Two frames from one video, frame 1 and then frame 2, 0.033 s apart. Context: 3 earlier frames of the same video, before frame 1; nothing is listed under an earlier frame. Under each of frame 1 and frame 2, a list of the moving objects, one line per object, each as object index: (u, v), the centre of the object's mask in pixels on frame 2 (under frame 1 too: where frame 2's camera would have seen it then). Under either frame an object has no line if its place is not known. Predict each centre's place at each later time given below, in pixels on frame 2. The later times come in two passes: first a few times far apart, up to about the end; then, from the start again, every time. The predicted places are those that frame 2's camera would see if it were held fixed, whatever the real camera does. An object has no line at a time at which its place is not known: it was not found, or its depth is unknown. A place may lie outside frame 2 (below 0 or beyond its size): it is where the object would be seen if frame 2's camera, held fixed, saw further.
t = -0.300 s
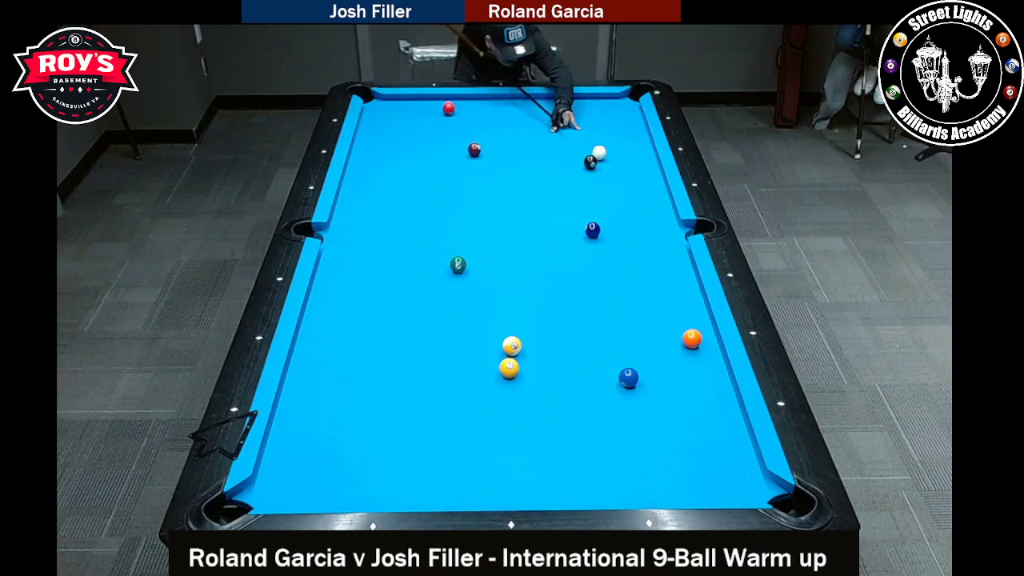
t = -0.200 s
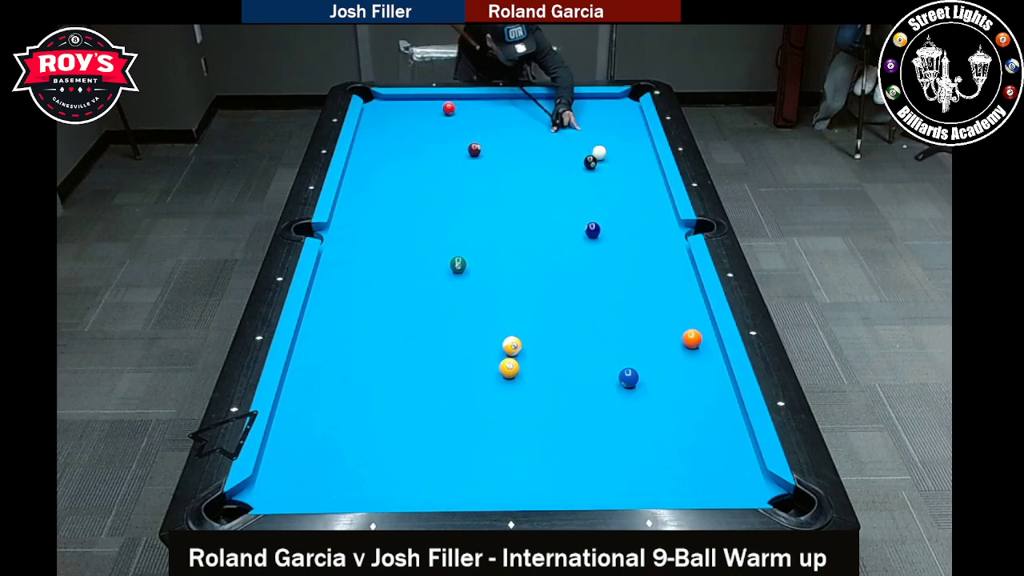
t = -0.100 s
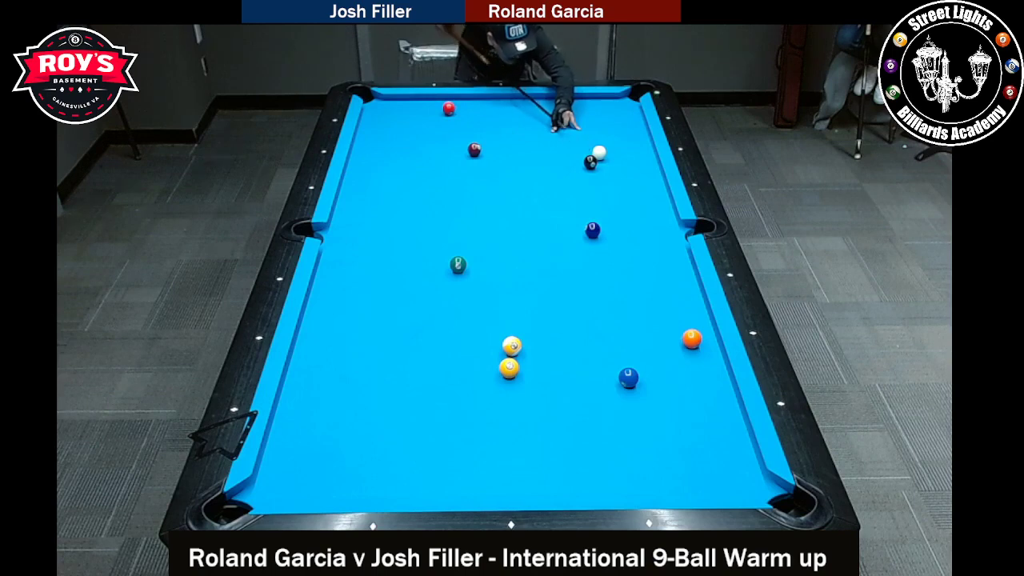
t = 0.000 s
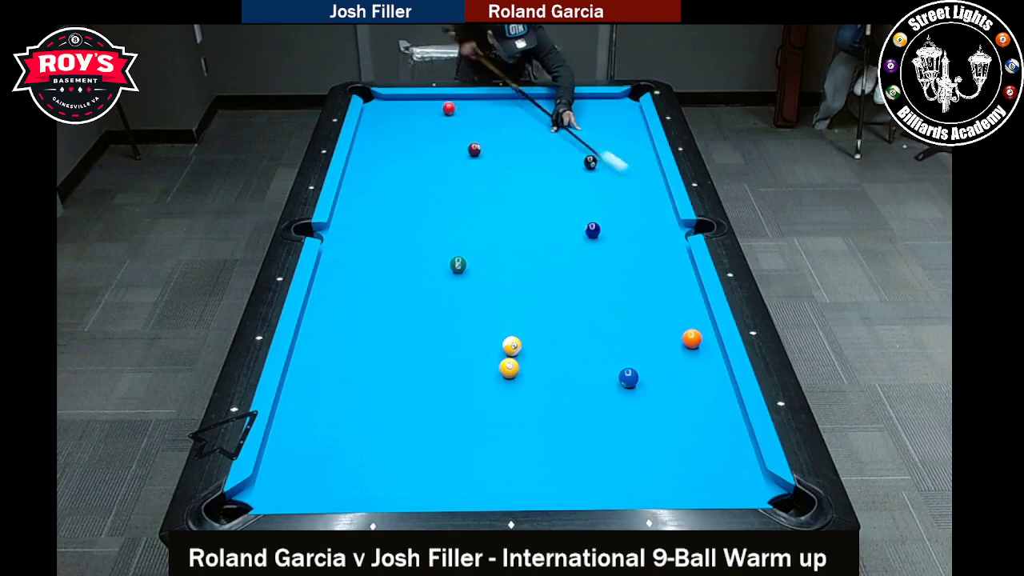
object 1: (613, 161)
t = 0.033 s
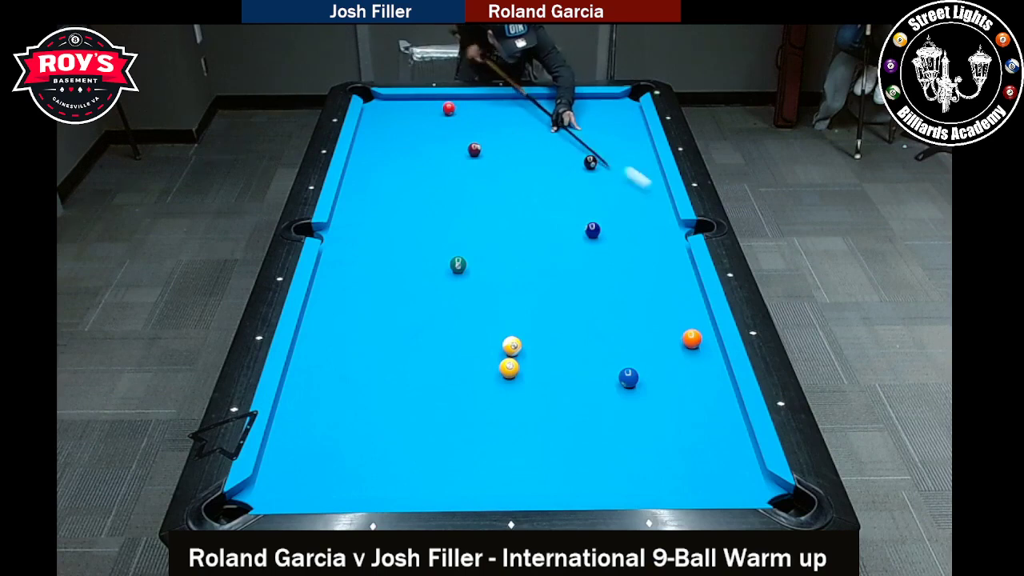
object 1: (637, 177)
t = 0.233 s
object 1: (617, 264)
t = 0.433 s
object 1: (545, 354)
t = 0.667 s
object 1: (445, 476)
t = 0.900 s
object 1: (303, 410)
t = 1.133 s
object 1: (373, 343)
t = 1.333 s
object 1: (446, 295)
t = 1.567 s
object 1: (517, 247)
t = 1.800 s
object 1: (578, 207)
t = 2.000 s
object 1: (623, 178)
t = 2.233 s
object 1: (639, 152)
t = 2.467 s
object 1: (610, 136)
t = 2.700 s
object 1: (584, 121)
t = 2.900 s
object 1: (564, 109)
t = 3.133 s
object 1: (542, 97)
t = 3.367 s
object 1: (531, 104)
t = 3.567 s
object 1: (523, 111)
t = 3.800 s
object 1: (513, 119)
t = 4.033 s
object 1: (503, 127)
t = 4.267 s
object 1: (493, 135)
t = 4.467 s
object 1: (485, 141)
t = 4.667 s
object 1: (482, 145)
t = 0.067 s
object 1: (661, 193)
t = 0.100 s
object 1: (661, 208)
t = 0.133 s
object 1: (650, 222)
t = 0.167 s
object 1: (640, 235)
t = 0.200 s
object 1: (629, 250)
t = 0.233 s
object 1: (617, 264)
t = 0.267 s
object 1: (606, 279)
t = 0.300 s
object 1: (594, 293)
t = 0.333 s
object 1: (582, 308)
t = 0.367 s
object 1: (570, 323)
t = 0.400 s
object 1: (557, 339)
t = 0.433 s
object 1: (545, 354)
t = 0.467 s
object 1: (532, 370)
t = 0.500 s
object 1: (519, 386)
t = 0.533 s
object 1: (506, 402)
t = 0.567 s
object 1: (491, 419)
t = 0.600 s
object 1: (476, 437)
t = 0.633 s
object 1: (461, 456)
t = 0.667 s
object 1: (445, 476)
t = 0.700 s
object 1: (424, 485)
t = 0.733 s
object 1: (402, 470)
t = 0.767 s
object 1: (381, 456)
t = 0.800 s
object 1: (360, 443)
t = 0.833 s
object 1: (340, 431)
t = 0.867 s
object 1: (321, 420)
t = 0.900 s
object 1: (303, 410)
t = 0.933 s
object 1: (287, 400)
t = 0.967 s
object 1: (298, 390)
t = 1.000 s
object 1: (316, 380)
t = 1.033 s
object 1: (332, 370)
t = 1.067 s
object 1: (346, 360)
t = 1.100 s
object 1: (360, 351)
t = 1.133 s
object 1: (373, 343)
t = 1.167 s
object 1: (386, 334)
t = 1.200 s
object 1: (399, 326)
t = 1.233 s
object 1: (411, 318)
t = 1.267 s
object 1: (423, 310)
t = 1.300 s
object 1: (434, 302)
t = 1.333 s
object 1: (446, 295)
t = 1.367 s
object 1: (457, 288)
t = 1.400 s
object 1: (467, 280)
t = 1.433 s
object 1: (478, 274)
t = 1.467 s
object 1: (488, 267)
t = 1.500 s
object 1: (498, 260)
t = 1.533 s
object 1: (508, 254)
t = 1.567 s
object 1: (517, 247)
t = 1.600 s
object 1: (526, 241)
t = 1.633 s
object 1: (535, 236)
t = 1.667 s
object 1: (544, 229)
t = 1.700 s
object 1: (553, 224)
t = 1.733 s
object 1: (562, 218)
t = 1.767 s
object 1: (570, 213)
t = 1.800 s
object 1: (578, 207)
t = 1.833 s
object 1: (586, 202)
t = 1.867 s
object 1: (593, 197)
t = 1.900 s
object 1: (601, 192)
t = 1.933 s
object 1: (609, 187)
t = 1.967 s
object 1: (616, 182)
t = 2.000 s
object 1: (623, 178)
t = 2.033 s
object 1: (630, 173)
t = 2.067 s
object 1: (637, 169)
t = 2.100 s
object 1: (643, 164)
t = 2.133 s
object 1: (650, 160)
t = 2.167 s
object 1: (650, 157)
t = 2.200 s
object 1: (644, 154)
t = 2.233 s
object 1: (639, 152)
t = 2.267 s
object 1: (634, 150)
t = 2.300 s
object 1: (630, 147)
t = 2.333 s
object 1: (626, 145)
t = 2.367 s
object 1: (622, 143)
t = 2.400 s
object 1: (618, 140)
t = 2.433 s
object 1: (614, 138)
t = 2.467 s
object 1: (610, 136)
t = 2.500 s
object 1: (606, 133)
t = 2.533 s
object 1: (602, 131)
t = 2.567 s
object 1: (599, 129)
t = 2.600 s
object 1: (595, 127)
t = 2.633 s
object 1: (591, 125)
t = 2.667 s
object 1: (588, 123)
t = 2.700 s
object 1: (584, 121)
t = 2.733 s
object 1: (581, 119)
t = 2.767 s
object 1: (577, 117)
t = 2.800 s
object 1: (574, 115)
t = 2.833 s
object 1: (571, 113)
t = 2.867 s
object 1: (567, 111)
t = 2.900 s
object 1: (564, 109)
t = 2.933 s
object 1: (561, 108)
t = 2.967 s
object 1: (557, 105)
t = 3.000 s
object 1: (555, 104)
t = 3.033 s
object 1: (551, 102)
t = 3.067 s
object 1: (548, 100)
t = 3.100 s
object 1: (545, 99)
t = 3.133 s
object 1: (542, 97)
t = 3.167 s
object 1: (540, 97)
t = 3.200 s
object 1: (539, 98)
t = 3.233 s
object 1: (537, 99)
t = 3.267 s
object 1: (536, 100)
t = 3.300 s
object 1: (534, 102)
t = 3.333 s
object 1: (533, 103)
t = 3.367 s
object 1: (531, 104)
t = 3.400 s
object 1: (530, 105)
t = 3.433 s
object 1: (529, 106)
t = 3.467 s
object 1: (527, 107)
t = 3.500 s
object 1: (526, 108)
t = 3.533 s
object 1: (524, 109)
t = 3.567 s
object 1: (523, 111)
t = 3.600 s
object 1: (521, 112)
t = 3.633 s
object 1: (520, 113)
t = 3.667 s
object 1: (518, 114)
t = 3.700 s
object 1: (517, 115)
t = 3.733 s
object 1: (516, 117)
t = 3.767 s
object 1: (514, 118)
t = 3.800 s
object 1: (513, 119)
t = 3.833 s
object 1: (511, 120)
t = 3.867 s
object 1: (510, 121)
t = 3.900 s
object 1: (508, 123)
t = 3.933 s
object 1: (507, 124)
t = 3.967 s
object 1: (506, 125)
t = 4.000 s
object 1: (504, 126)
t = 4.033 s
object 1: (503, 127)
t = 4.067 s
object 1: (501, 128)
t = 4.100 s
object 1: (500, 129)
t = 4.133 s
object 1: (499, 130)
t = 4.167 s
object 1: (497, 132)
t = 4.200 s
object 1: (496, 133)
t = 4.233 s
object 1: (495, 134)
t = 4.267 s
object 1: (493, 135)
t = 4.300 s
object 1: (491, 136)
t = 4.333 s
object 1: (490, 137)
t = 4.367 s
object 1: (489, 138)
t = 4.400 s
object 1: (488, 139)
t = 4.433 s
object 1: (486, 140)
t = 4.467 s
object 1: (485, 141)
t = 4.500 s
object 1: (484, 142)
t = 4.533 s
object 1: (483, 143)
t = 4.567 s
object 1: (483, 143)
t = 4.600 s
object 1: (482, 144)
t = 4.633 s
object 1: (482, 144)
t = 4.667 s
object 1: (482, 145)
